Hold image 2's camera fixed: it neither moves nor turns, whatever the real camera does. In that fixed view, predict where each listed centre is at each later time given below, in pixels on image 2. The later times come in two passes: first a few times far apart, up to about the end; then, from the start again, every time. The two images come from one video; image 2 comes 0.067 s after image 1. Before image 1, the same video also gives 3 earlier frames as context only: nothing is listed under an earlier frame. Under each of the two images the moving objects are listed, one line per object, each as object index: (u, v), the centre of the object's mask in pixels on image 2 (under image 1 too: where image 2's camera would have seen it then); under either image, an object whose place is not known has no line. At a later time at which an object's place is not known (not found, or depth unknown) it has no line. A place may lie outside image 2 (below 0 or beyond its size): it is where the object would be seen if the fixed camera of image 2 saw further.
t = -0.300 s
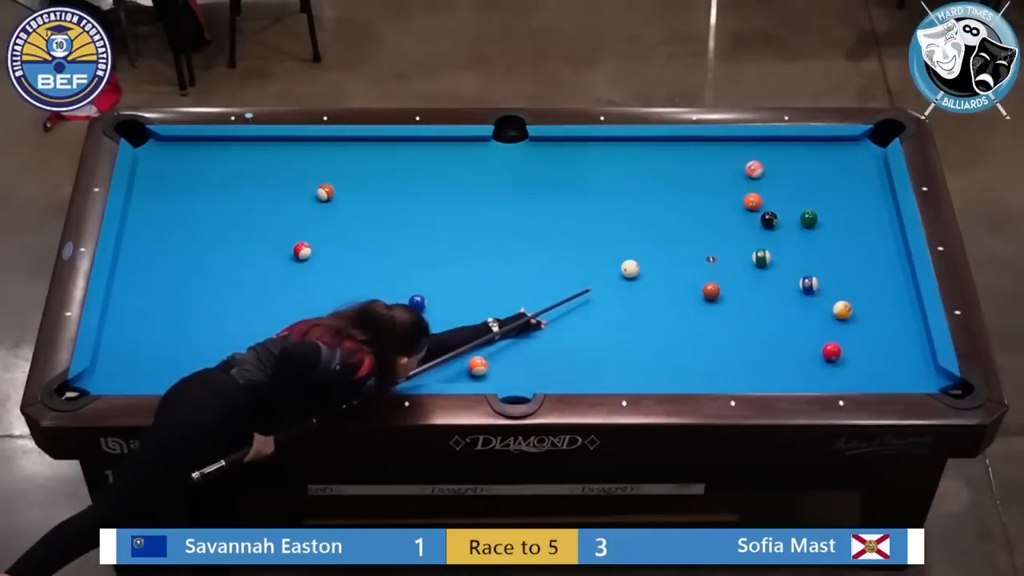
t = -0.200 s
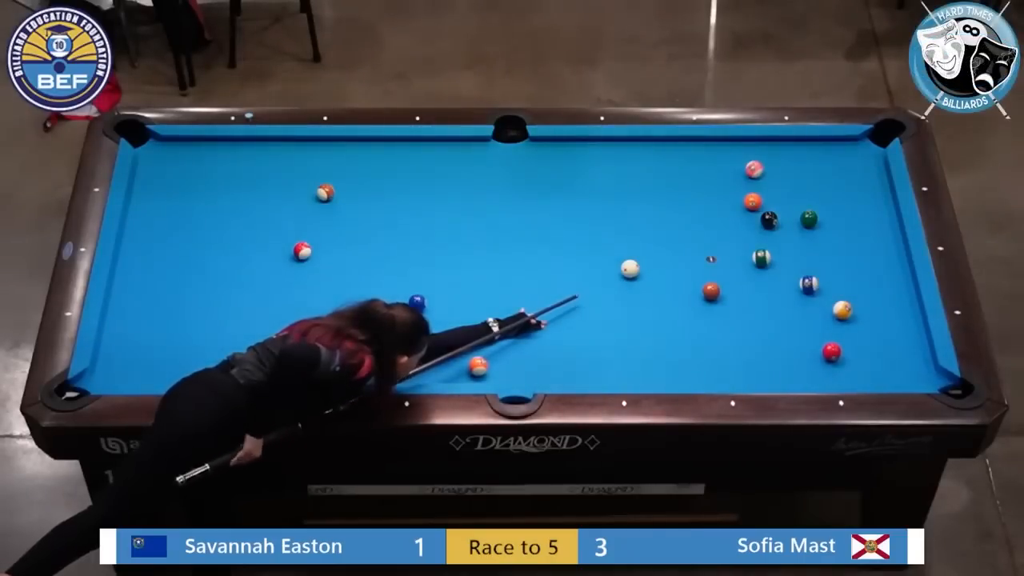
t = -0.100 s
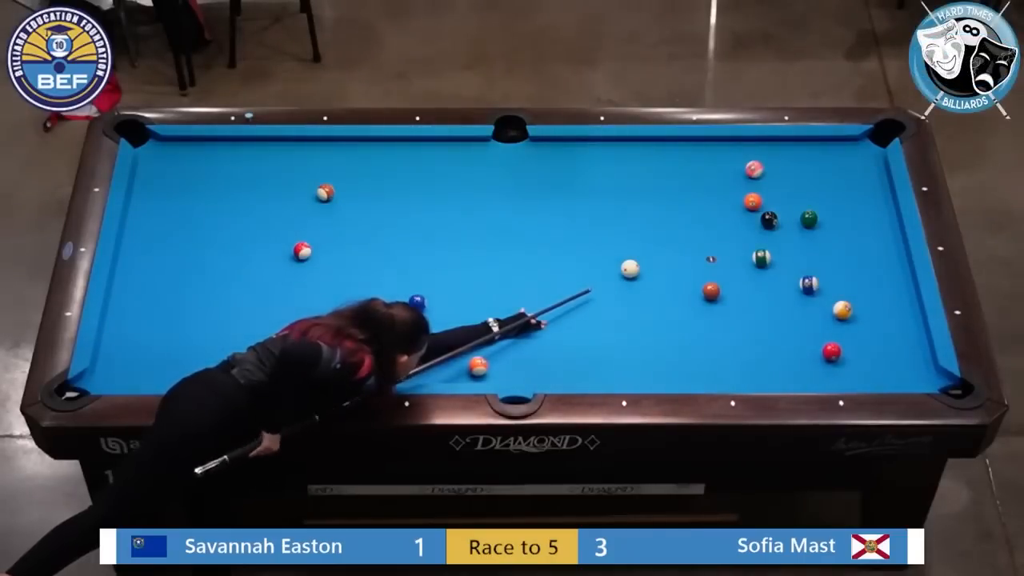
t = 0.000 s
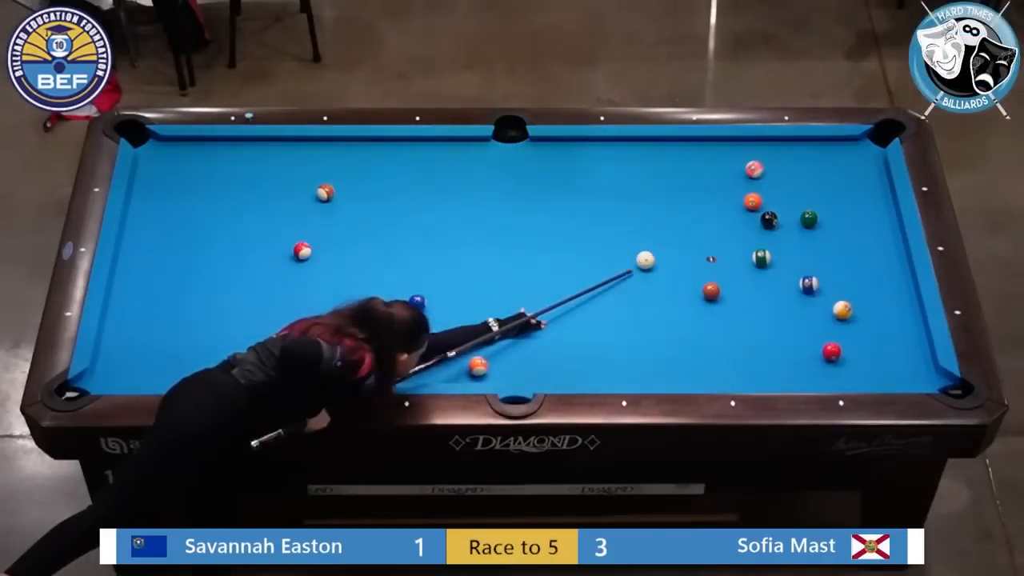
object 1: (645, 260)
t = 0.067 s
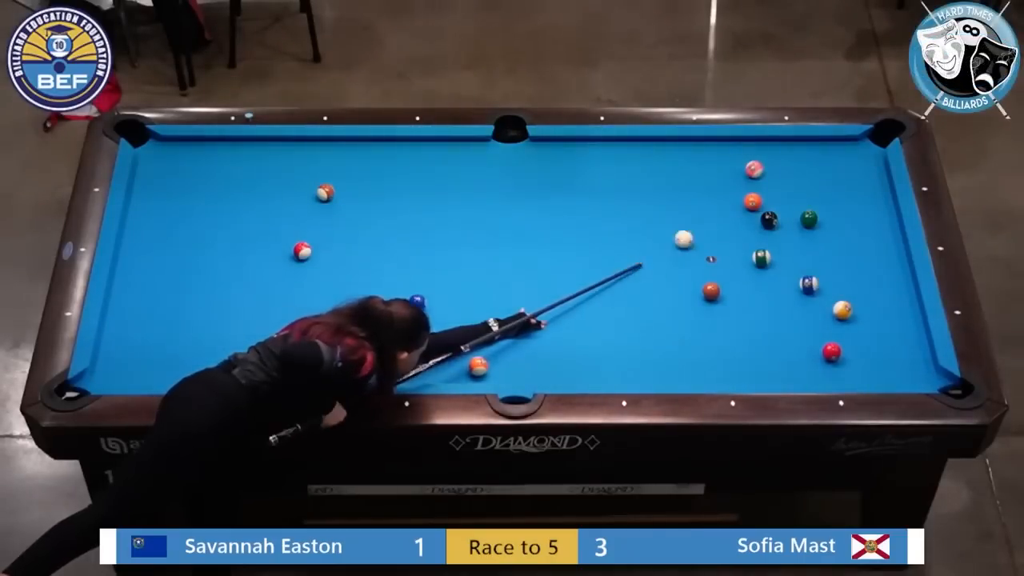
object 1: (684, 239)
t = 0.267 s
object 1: (738, 207)
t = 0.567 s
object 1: (734, 203)
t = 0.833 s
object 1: (732, 201)
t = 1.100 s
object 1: (730, 200)
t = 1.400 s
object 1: (729, 200)
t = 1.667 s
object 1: (729, 200)
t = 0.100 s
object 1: (701, 229)
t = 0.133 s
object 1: (710, 224)
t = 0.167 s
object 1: (727, 215)
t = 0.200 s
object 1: (739, 207)
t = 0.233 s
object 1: (739, 207)
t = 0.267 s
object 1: (738, 207)
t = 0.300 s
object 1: (738, 206)
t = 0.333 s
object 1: (737, 206)
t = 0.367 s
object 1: (737, 205)
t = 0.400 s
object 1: (736, 205)
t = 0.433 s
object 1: (736, 205)
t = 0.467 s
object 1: (735, 204)
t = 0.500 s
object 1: (735, 204)
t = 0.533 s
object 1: (735, 204)
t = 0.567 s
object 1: (734, 203)
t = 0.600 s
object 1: (734, 203)
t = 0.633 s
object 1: (733, 202)
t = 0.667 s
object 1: (733, 202)
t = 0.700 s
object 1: (733, 202)
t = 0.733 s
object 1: (733, 202)
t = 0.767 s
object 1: (732, 201)
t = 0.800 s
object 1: (732, 201)
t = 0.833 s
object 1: (732, 201)
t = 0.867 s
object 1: (731, 201)
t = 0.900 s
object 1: (731, 201)
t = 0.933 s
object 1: (731, 200)
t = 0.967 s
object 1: (731, 200)
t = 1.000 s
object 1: (731, 200)
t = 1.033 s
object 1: (731, 200)
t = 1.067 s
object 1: (730, 200)
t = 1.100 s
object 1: (730, 200)
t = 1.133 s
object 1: (730, 200)
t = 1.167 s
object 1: (730, 200)
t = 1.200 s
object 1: (730, 200)
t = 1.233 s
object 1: (729, 200)
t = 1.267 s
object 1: (729, 200)
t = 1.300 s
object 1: (729, 200)
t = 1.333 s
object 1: (729, 200)
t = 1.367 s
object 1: (729, 200)
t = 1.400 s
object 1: (729, 200)
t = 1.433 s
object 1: (729, 200)
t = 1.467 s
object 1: (729, 200)
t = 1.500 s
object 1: (729, 200)
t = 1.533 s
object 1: (729, 200)
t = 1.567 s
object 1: (729, 200)
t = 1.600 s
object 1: (729, 200)
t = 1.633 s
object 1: (729, 200)
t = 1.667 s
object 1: (729, 200)
